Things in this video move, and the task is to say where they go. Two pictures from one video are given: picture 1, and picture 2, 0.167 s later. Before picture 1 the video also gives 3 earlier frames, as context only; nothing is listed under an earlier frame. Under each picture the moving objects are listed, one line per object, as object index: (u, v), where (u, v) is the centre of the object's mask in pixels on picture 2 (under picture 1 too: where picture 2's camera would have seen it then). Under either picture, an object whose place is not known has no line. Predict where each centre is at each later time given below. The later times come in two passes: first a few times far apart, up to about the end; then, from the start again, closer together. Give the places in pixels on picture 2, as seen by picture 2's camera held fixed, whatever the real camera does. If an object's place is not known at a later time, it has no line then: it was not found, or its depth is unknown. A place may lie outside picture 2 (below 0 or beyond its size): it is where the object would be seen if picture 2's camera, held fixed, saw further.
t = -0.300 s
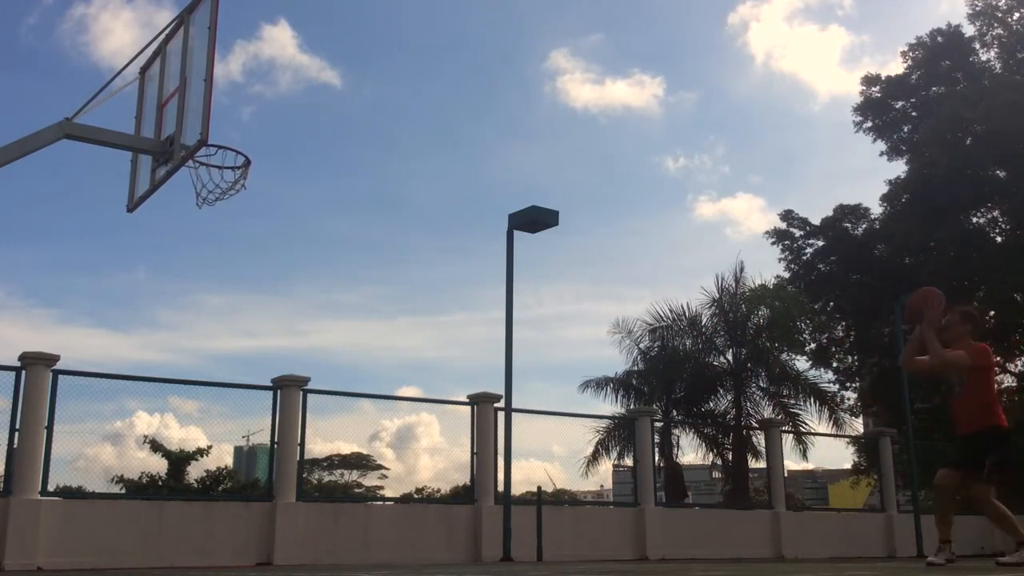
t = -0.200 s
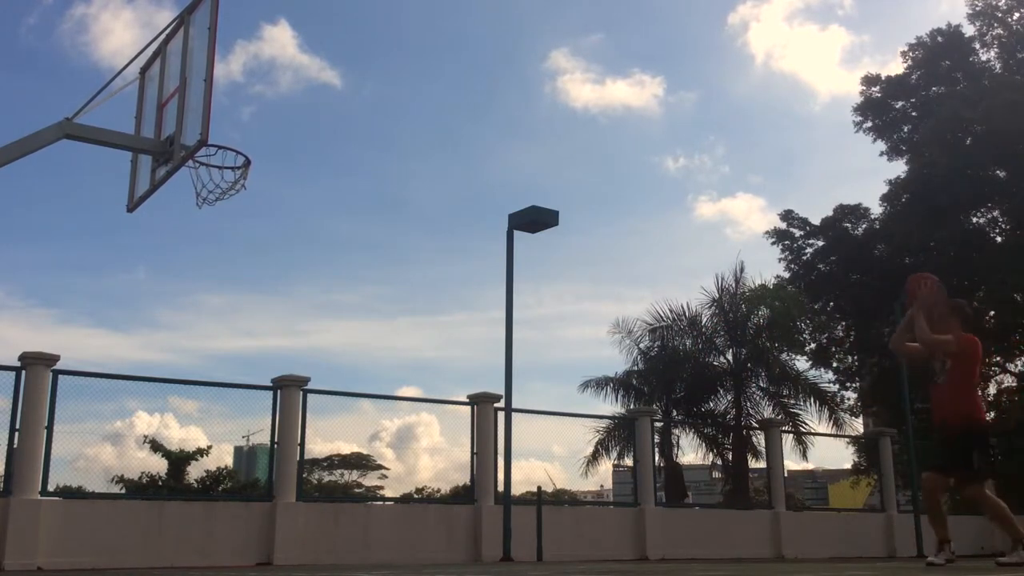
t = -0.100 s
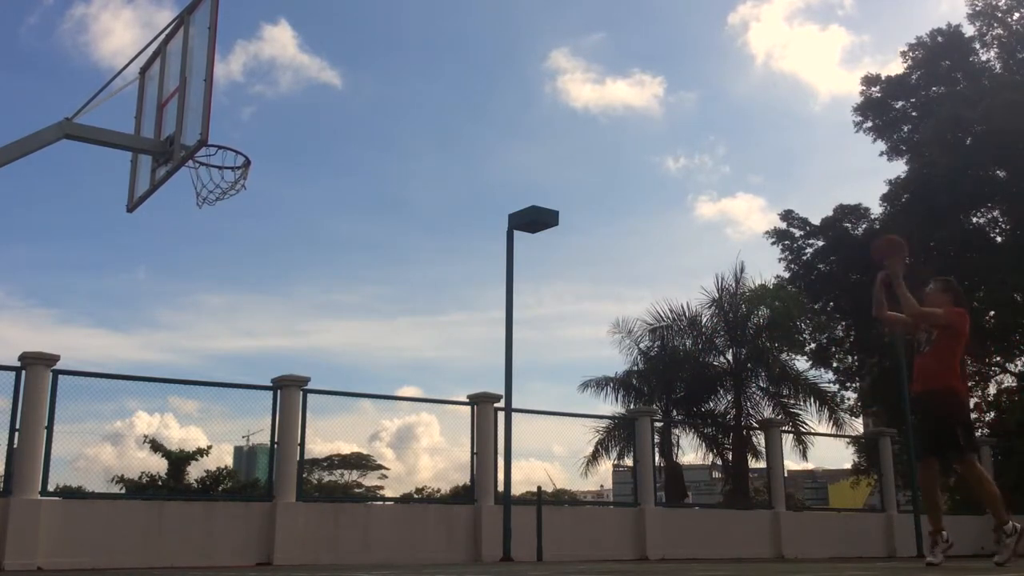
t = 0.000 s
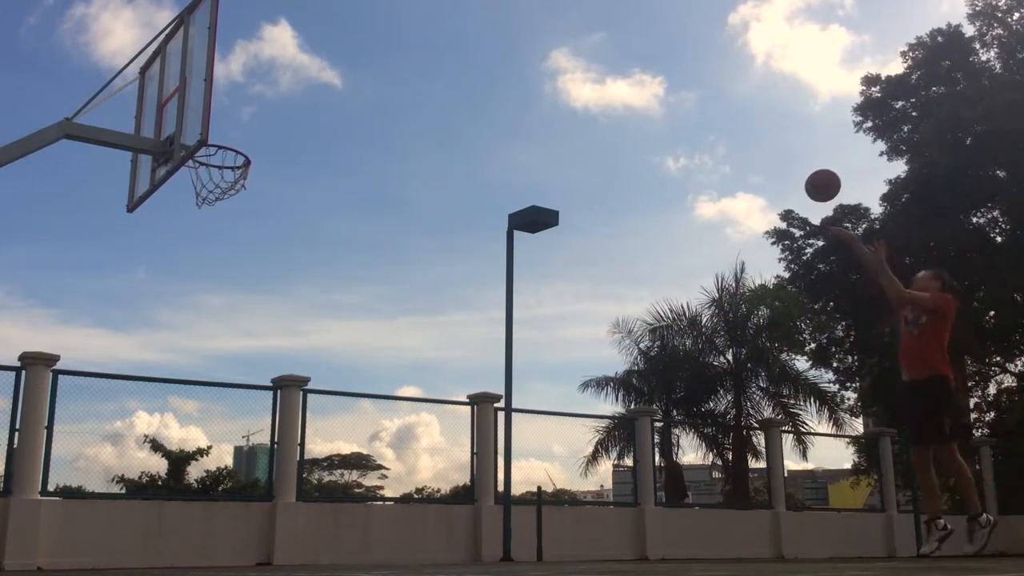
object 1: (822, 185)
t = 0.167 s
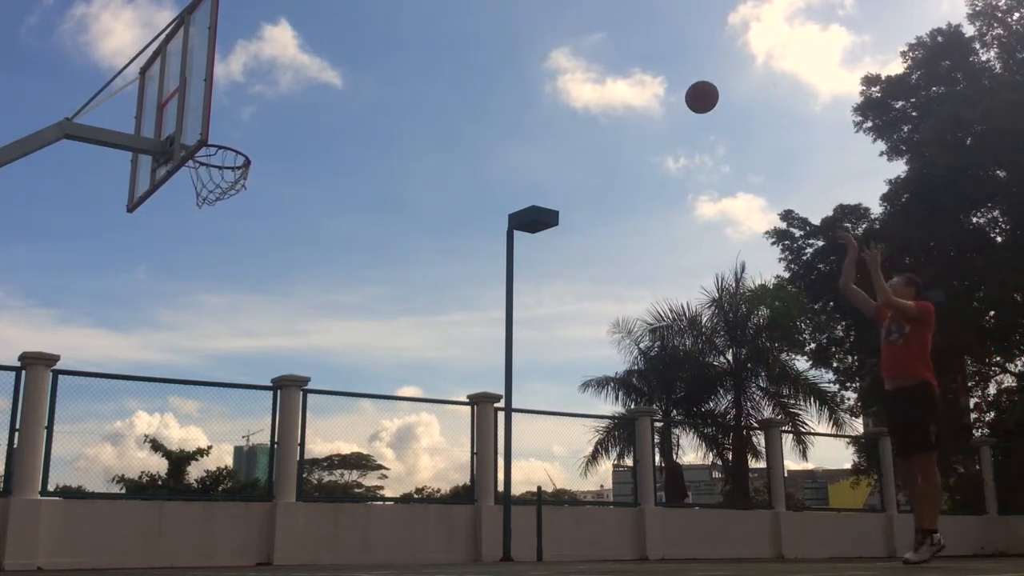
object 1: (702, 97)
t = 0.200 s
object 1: (679, 83)
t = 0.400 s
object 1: (547, 33)
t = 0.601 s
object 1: (420, 30)
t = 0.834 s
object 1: (273, 84)
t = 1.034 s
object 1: (203, 112)
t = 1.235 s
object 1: (222, 81)
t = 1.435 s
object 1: (232, 96)
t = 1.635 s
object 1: (241, 152)
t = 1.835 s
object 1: (248, 245)
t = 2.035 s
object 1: (250, 377)
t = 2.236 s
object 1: (249, 552)
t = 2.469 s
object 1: (246, 434)
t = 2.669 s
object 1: (241, 369)
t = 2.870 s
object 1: (235, 345)
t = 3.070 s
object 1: (227, 359)
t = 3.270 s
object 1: (217, 408)
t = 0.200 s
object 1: (679, 83)
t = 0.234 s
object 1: (656, 72)
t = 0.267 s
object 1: (634, 61)
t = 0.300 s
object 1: (612, 52)
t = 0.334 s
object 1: (590, 44)
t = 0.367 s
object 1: (569, 38)
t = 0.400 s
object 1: (547, 33)
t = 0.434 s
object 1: (526, 29)
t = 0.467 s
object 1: (504, 27)
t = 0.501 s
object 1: (483, 26)
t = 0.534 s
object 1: (462, 26)
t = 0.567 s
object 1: (441, 27)
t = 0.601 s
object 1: (420, 30)
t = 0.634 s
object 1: (399, 33)
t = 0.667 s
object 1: (378, 38)
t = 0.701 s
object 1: (357, 45)
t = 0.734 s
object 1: (336, 52)
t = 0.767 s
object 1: (316, 62)
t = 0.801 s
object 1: (294, 72)
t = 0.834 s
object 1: (273, 84)
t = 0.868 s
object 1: (251, 98)
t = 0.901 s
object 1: (230, 112)
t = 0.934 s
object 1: (207, 129)
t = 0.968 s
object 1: (197, 132)
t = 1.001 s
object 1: (200, 121)
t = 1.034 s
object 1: (203, 112)
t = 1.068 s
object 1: (207, 102)
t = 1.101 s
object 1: (211, 95)
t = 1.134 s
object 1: (213, 90)
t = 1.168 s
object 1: (215, 85)
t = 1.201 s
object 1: (221, 83)
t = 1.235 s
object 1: (222, 81)
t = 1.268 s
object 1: (224, 80)
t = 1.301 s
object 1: (225, 81)
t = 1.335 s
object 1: (227, 83)
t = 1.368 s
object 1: (228, 86)
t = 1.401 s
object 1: (230, 90)
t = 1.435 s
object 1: (232, 96)
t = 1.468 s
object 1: (234, 102)
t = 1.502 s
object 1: (235, 110)
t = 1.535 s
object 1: (237, 118)
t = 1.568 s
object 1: (238, 128)
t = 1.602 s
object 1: (240, 139)
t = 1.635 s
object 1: (241, 152)
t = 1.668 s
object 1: (242, 165)
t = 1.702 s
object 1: (244, 179)
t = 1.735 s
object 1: (245, 195)
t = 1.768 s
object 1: (246, 210)
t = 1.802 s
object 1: (247, 227)
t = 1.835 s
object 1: (248, 245)
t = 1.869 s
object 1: (249, 265)
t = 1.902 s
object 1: (249, 285)
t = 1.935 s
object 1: (250, 306)
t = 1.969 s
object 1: (250, 329)
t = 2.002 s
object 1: (250, 352)
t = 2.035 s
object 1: (250, 377)
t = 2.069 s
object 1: (250, 404)
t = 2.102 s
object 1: (250, 431)
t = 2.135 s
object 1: (250, 459)
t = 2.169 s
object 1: (251, 489)
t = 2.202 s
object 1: (249, 520)
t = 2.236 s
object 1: (249, 552)
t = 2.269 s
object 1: (248, 547)
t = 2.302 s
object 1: (247, 525)
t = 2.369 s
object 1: (248, 484)
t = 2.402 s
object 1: (248, 466)
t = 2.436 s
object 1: (246, 448)
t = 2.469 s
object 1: (246, 434)
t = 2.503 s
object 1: (245, 420)
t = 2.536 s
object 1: (244, 407)
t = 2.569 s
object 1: (244, 396)
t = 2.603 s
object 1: (243, 385)
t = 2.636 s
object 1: (242, 376)
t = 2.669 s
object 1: (241, 369)
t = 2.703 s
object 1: (240, 362)
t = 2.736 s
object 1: (239, 357)
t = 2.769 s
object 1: (238, 353)
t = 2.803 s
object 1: (237, 349)
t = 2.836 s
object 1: (236, 347)
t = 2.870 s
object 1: (235, 345)
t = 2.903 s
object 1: (234, 345)
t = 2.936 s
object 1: (232, 346)
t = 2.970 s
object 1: (231, 348)
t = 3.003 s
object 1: (230, 350)
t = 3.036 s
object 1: (228, 354)
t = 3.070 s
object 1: (227, 359)
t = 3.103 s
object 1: (225, 364)
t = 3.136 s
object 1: (224, 371)
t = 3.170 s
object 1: (222, 379)
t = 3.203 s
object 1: (220, 387)
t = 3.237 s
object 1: (219, 397)
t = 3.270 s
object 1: (217, 408)
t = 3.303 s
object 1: (215, 420)
